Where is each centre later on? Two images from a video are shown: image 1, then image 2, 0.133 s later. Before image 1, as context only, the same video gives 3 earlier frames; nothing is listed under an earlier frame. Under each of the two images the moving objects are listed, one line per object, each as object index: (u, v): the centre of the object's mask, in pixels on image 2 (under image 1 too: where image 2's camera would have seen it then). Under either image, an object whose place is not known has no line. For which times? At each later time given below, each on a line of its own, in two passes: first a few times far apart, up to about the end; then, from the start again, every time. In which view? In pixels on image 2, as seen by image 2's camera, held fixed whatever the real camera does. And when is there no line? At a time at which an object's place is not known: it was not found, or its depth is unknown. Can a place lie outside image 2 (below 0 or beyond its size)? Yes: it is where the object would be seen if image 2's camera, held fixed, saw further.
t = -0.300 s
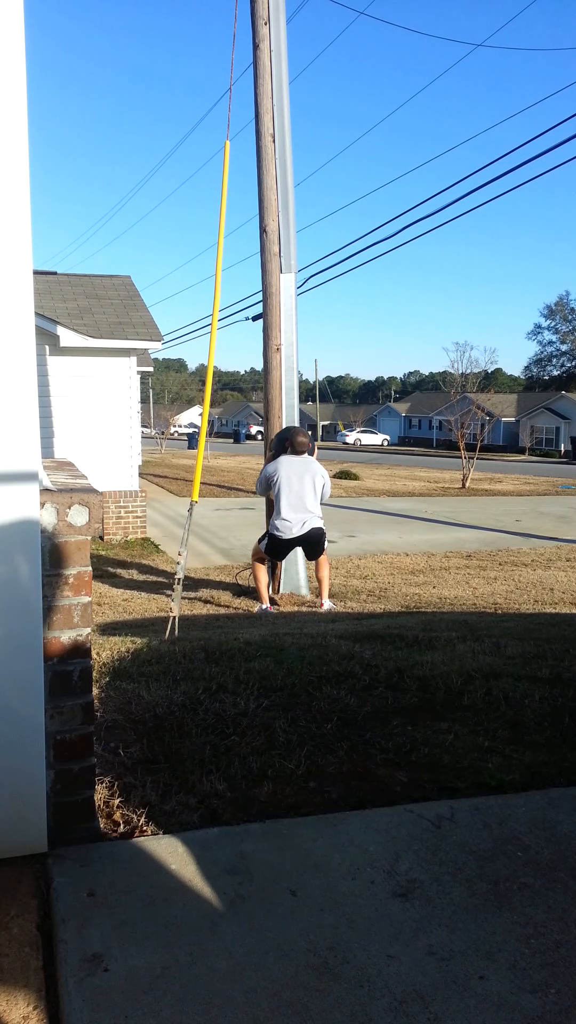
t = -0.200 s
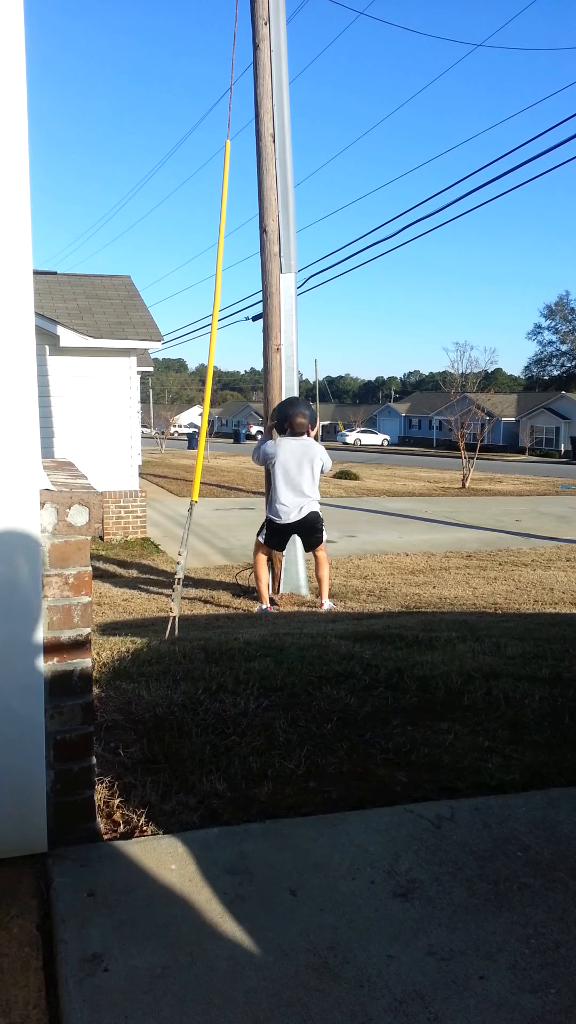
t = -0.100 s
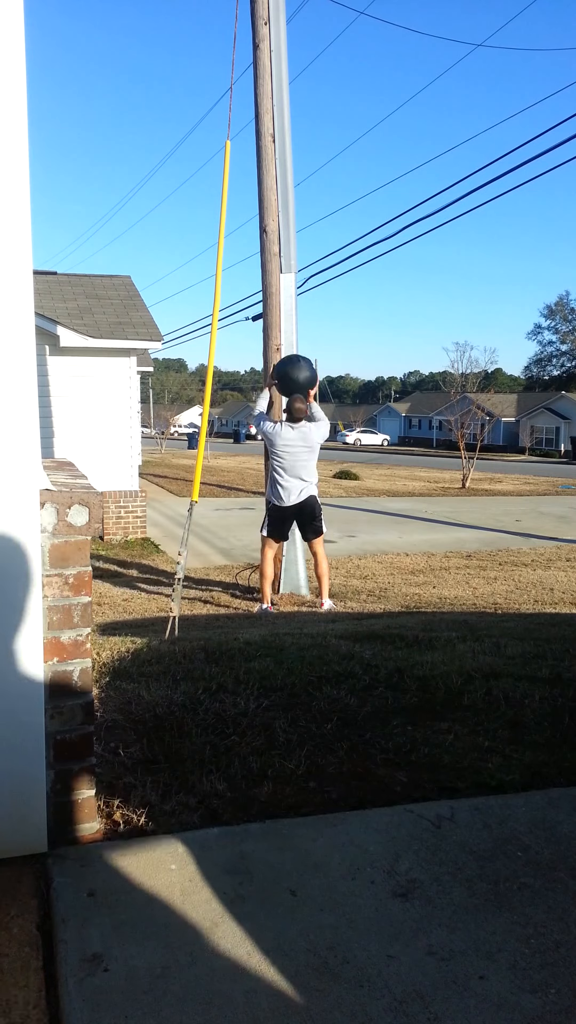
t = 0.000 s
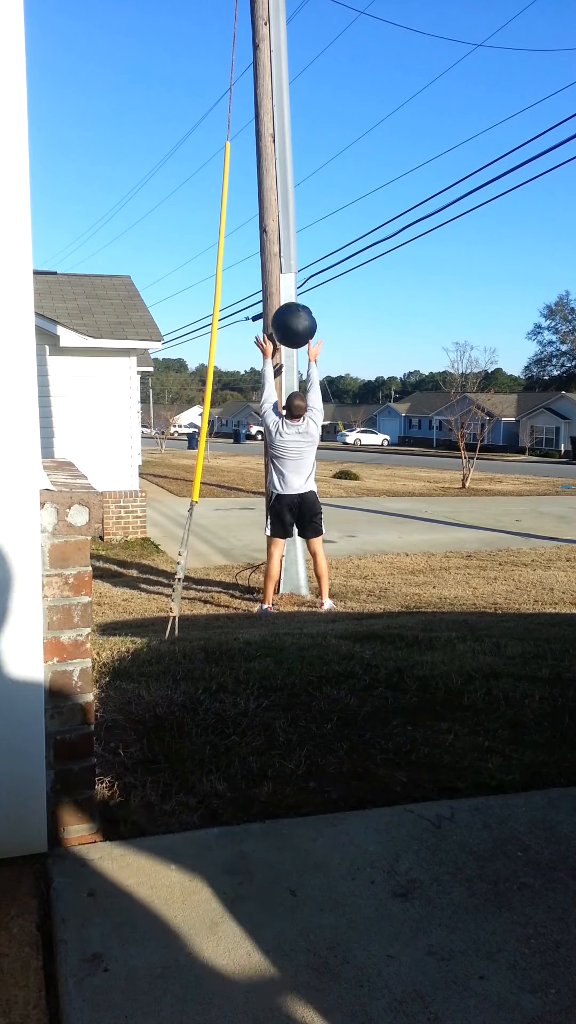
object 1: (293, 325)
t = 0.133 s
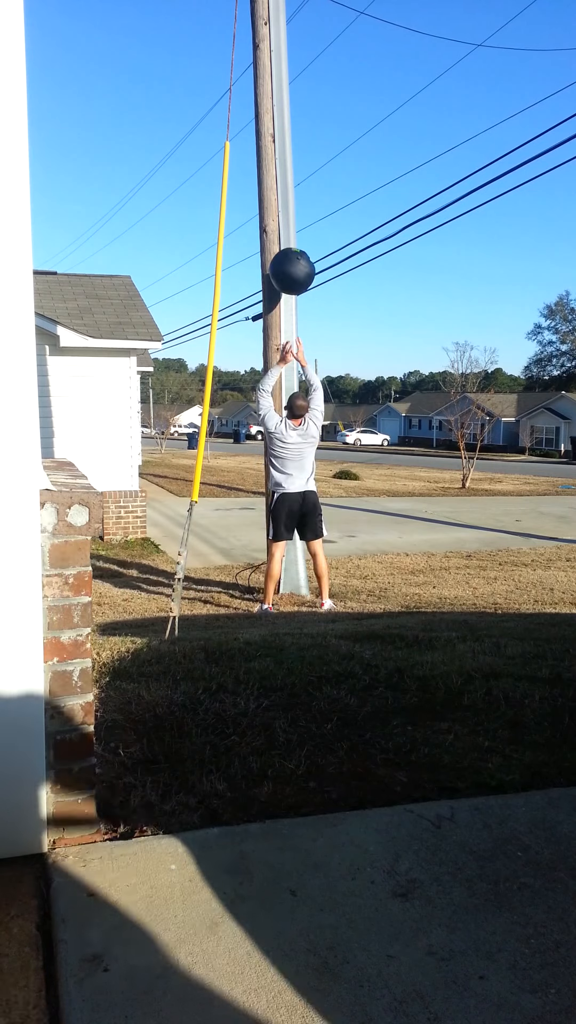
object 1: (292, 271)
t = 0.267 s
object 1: (290, 241)
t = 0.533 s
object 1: (291, 245)
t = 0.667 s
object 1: (296, 277)
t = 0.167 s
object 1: (291, 261)
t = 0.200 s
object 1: (291, 253)
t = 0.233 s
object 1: (290, 246)
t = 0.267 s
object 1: (290, 241)
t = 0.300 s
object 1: (289, 237)
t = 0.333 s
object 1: (289, 234)
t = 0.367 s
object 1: (289, 233)
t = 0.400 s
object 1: (288, 234)
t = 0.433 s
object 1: (288, 235)
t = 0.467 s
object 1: (289, 237)
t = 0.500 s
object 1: (290, 240)
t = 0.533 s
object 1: (291, 245)
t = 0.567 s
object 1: (292, 251)
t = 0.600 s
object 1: (293, 258)
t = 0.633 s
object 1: (295, 267)
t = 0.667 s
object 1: (296, 277)
